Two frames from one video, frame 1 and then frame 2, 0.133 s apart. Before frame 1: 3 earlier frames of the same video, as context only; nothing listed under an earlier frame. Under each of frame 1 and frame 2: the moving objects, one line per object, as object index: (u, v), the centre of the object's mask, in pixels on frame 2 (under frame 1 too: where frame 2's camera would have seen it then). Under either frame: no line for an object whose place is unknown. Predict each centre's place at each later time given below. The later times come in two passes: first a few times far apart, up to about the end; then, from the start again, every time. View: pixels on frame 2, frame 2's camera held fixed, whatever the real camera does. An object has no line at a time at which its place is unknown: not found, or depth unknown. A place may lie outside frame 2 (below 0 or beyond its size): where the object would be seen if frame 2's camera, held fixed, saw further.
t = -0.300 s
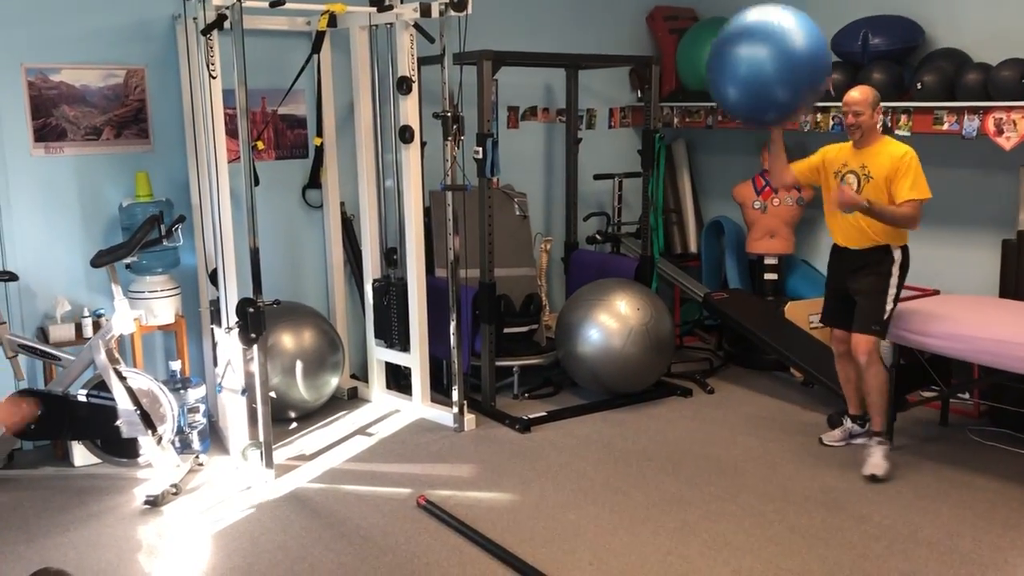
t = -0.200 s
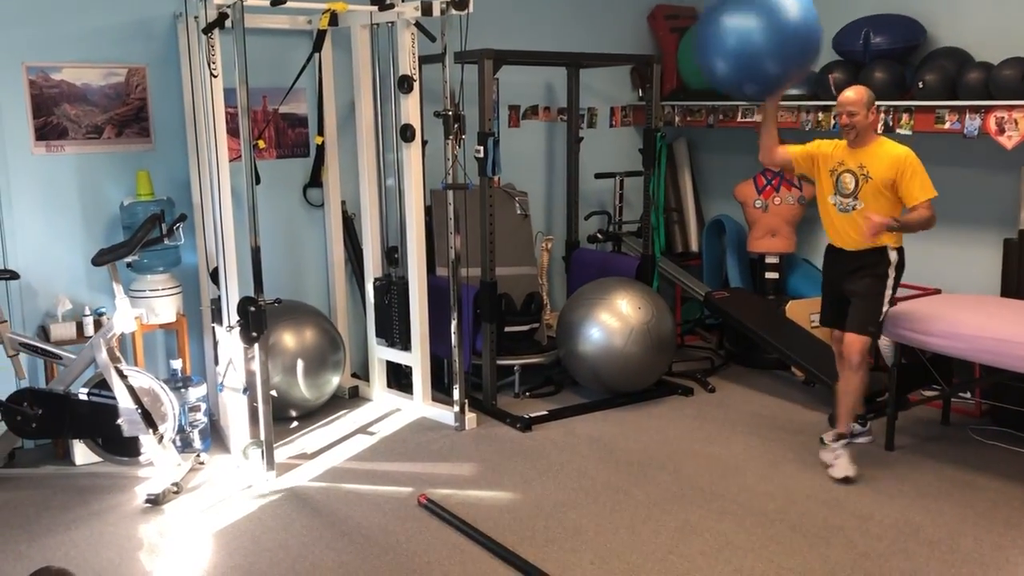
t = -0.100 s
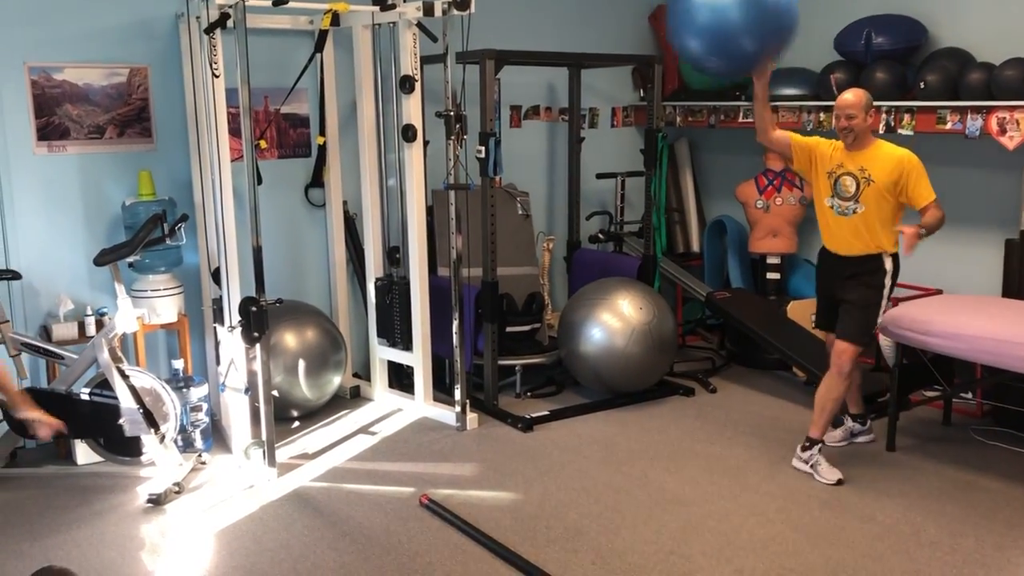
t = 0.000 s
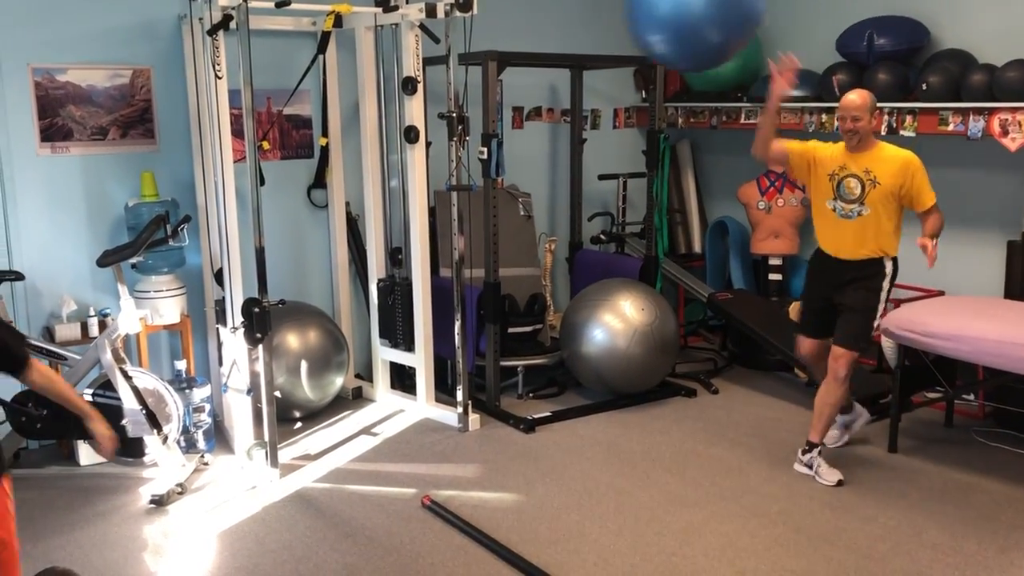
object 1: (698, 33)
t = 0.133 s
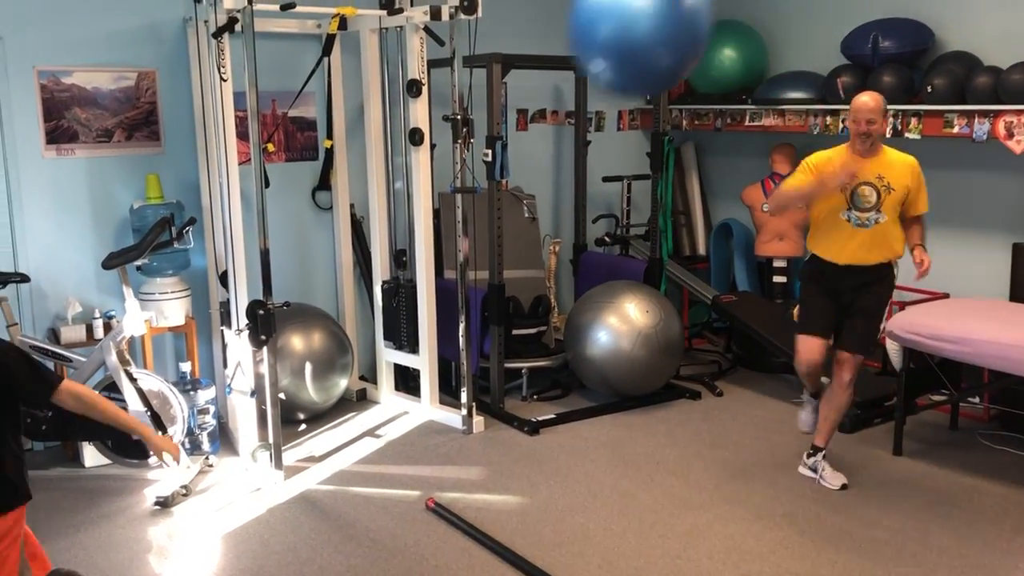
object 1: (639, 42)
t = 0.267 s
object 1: (573, 87)
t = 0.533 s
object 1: (431, 369)
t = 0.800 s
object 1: (321, 432)
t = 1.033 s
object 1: (243, 291)
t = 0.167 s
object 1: (623, 48)
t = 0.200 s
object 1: (607, 57)
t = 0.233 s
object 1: (591, 67)
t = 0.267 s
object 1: (573, 87)
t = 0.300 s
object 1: (555, 112)
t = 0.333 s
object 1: (536, 138)
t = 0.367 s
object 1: (517, 170)
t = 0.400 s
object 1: (499, 205)
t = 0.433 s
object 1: (483, 240)
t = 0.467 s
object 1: (467, 278)
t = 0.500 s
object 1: (449, 321)
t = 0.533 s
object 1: (431, 369)
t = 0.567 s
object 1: (410, 420)
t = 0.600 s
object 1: (391, 479)
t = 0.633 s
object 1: (374, 520)
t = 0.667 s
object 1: (363, 535)
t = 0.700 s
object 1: (352, 518)
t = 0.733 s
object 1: (341, 496)
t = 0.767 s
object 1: (331, 462)
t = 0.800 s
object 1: (321, 432)
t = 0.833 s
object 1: (310, 403)
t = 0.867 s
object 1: (299, 379)
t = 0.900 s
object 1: (289, 355)
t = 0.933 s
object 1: (278, 336)
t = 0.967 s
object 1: (266, 318)
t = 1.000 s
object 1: (255, 303)
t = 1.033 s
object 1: (243, 291)
